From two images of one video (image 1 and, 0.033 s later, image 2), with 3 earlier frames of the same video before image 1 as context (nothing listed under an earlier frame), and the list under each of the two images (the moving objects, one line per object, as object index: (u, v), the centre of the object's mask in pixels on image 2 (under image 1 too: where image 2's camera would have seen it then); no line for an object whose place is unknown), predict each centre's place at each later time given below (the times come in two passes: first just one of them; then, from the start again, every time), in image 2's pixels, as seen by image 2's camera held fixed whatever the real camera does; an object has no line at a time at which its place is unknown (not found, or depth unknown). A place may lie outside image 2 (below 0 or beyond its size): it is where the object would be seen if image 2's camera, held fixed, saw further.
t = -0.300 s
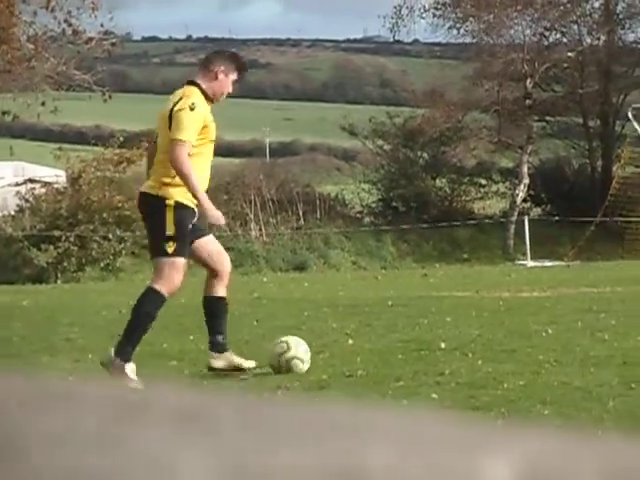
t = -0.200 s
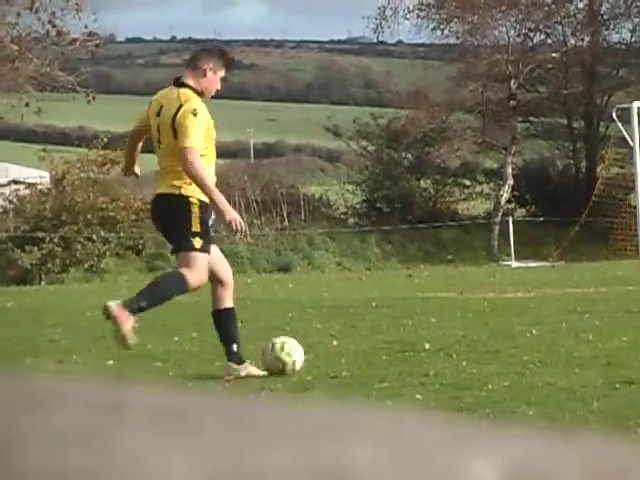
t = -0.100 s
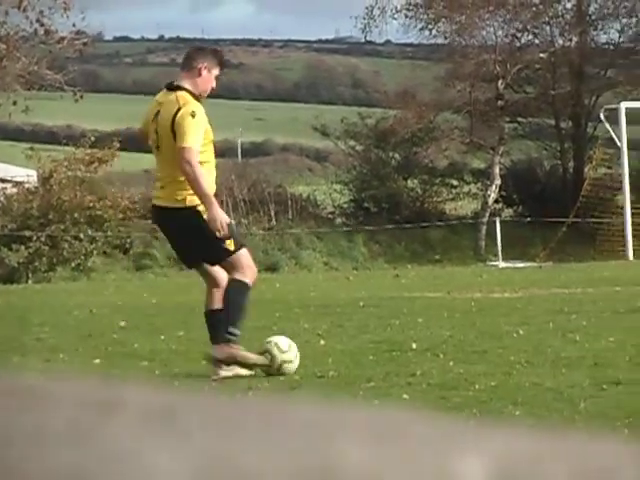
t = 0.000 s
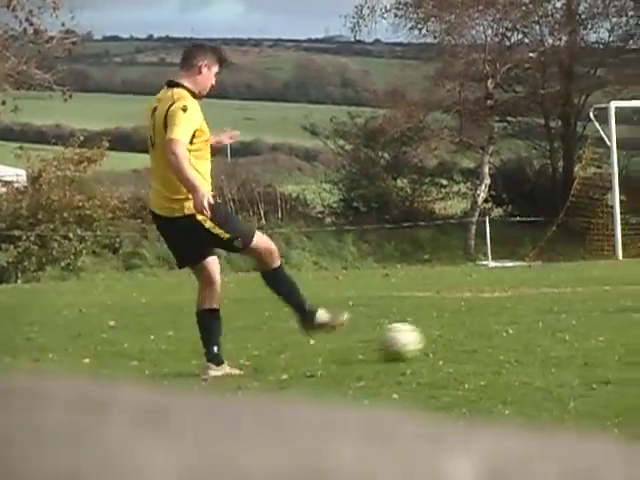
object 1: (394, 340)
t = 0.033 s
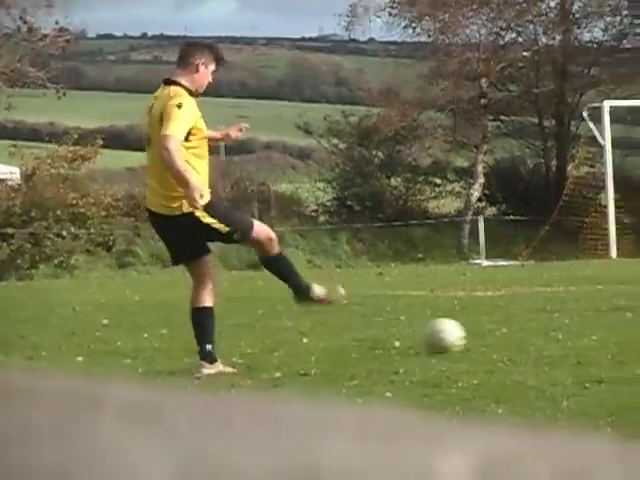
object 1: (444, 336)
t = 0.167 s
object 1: (612, 313)
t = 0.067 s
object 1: (490, 332)
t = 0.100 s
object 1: (533, 324)
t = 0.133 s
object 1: (575, 317)
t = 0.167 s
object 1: (612, 313)
